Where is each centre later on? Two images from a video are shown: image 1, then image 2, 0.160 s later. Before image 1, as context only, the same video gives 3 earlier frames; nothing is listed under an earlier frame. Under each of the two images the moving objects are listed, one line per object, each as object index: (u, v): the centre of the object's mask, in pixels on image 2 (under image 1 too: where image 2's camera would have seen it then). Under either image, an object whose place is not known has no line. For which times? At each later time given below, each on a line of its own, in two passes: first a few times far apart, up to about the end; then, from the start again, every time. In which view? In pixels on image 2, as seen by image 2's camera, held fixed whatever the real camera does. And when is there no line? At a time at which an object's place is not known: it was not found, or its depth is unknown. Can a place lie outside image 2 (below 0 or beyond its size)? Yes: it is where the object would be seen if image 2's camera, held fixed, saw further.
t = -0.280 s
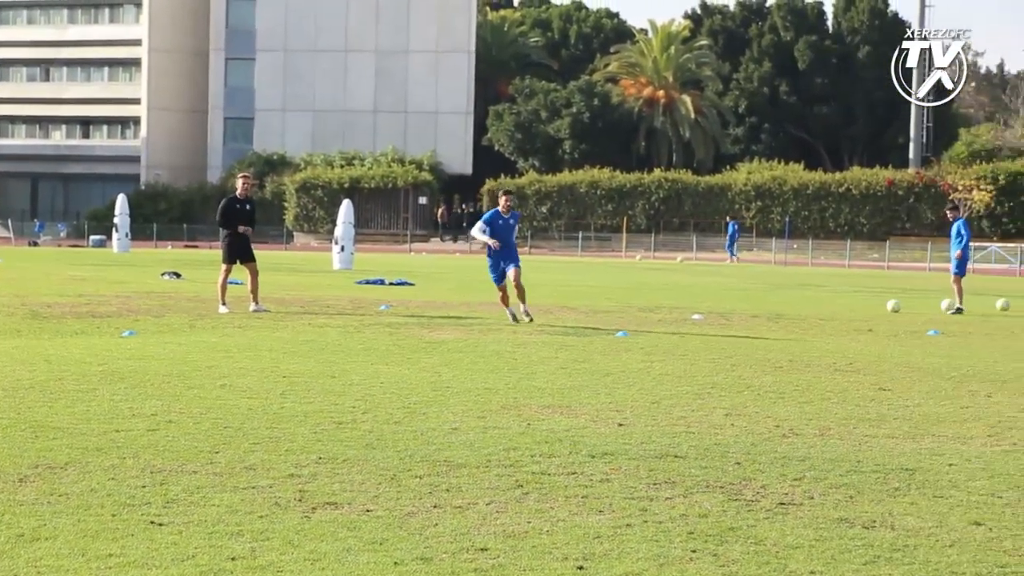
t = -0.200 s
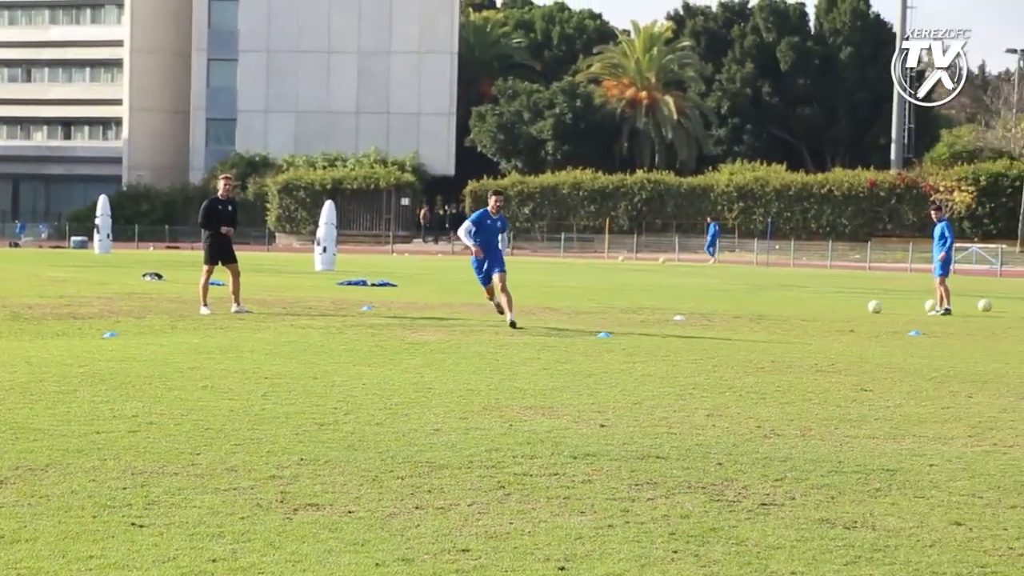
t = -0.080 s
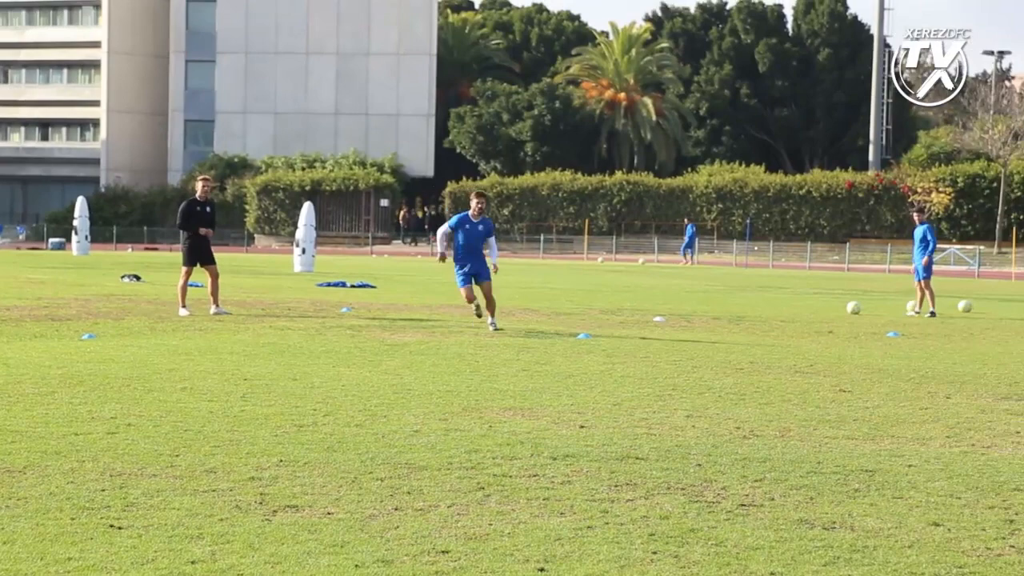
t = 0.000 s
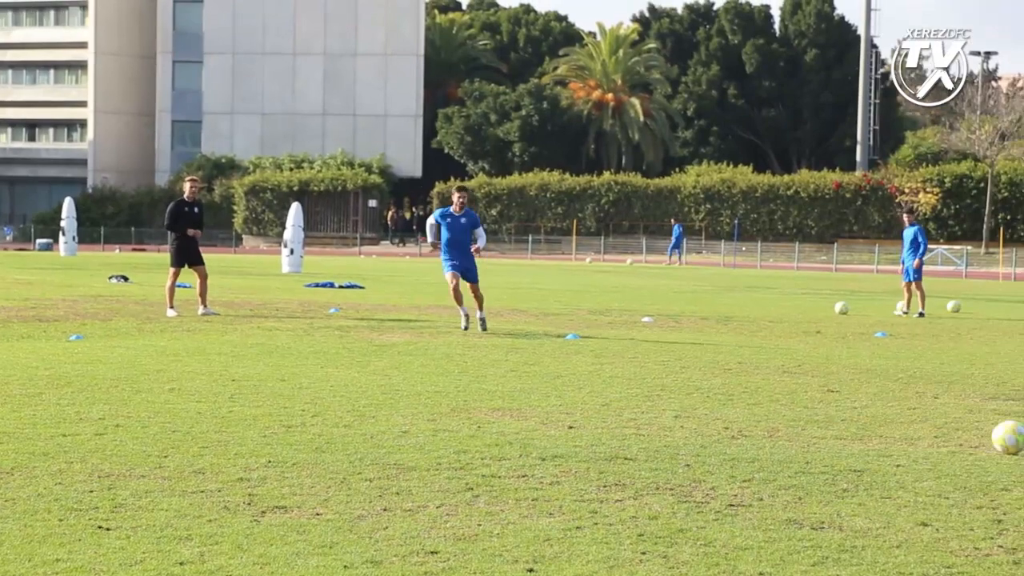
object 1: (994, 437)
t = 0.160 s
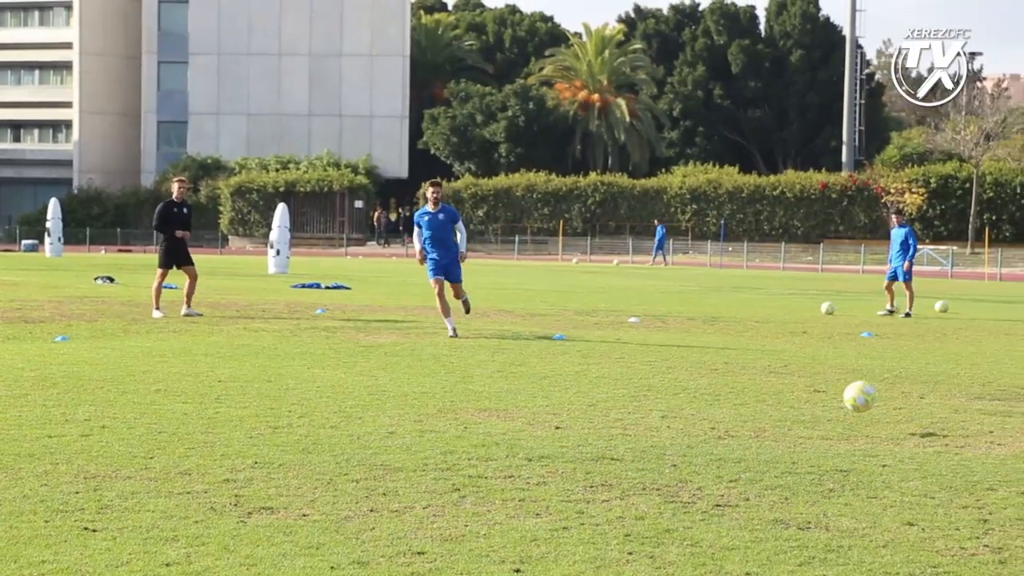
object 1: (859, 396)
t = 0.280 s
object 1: (773, 397)
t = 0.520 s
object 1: (649, 356)
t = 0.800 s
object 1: (537, 355)
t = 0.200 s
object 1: (829, 394)
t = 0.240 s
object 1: (801, 394)
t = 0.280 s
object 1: (773, 397)
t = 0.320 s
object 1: (747, 399)
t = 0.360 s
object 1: (726, 385)
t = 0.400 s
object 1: (705, 374)
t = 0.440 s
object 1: (687, 366)
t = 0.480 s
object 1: (667, 360)
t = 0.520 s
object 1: (649, 356)
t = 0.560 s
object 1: (631, 355)
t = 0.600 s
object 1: (613, 356)
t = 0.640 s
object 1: (597, 359)
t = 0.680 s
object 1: (581, 365)
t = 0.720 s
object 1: (565, 371)
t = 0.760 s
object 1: (550, 364)
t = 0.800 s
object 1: (537, 355)
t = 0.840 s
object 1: (524, 349)
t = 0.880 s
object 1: (511, 344)
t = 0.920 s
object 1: (498, 342)
